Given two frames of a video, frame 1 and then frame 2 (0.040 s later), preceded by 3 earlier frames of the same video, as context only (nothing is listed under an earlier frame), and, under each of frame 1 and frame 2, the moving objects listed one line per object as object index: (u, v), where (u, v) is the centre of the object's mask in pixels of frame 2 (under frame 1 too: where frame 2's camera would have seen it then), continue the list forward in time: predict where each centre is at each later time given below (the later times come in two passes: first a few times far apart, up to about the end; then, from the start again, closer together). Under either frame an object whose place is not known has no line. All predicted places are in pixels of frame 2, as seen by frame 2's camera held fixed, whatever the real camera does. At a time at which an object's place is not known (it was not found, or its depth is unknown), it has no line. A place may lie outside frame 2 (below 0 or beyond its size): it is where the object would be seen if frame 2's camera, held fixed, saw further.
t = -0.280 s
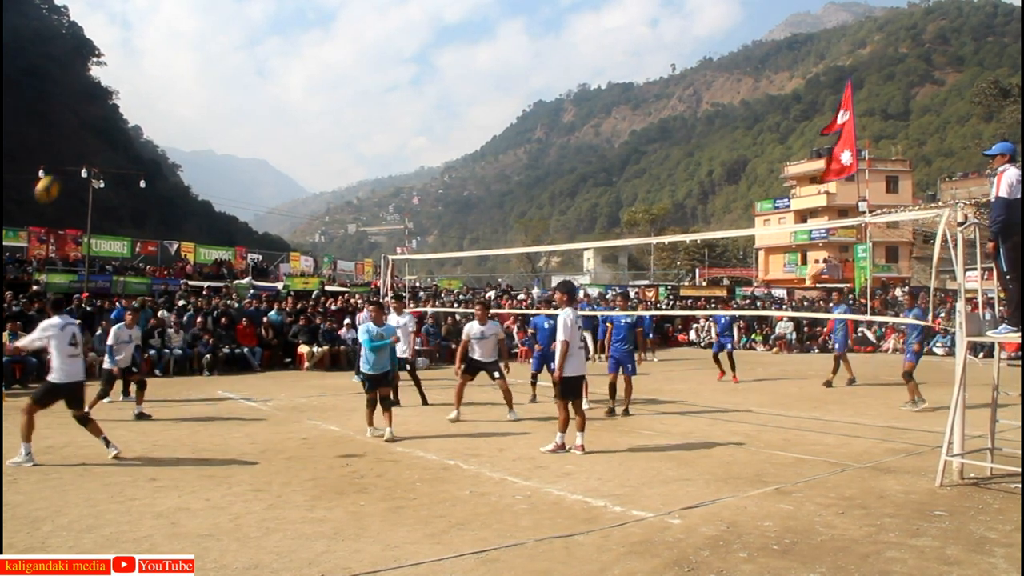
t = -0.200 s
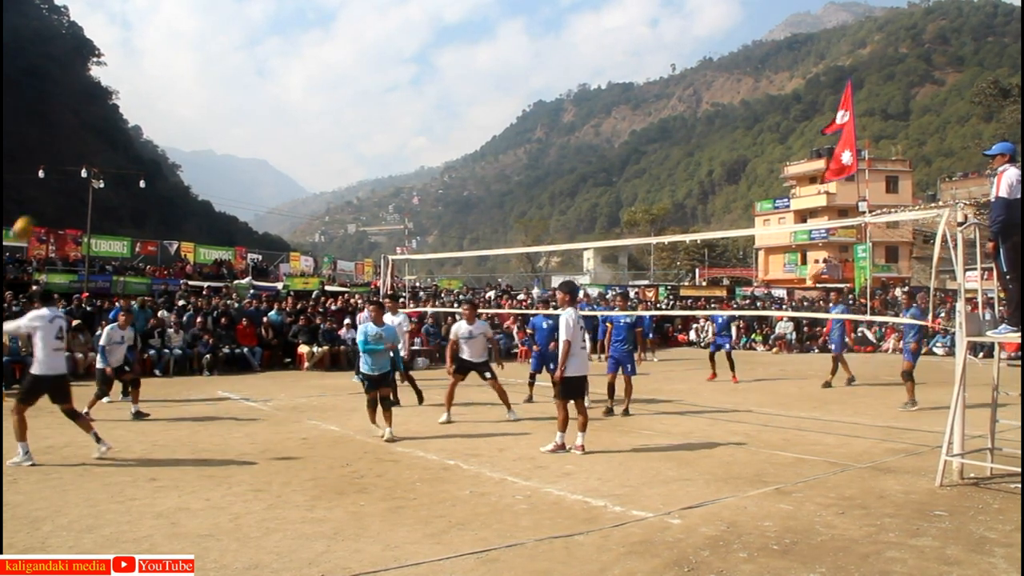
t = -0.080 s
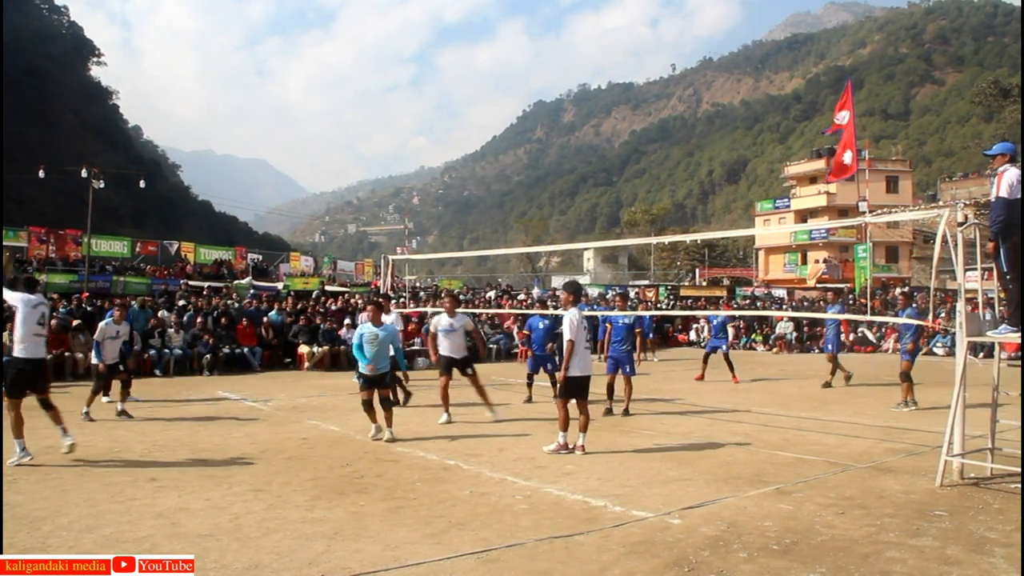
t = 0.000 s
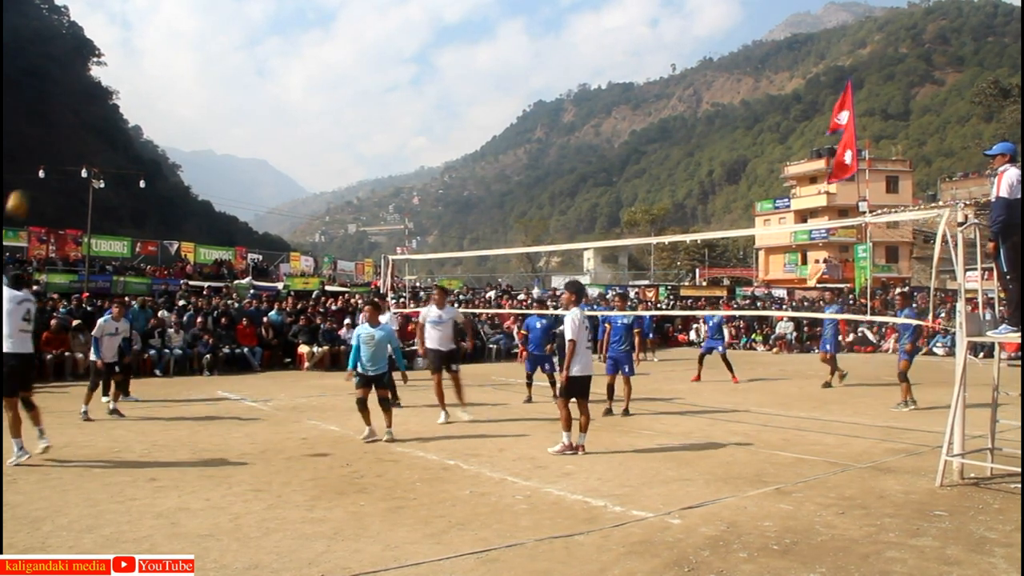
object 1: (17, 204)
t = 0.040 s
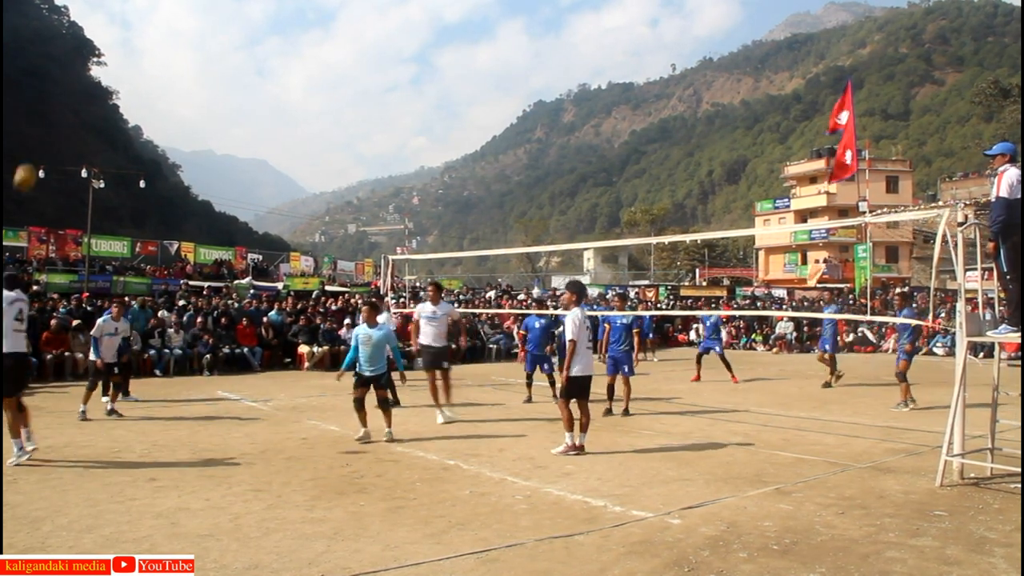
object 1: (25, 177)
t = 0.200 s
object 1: (56, 91)
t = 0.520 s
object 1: (110, 5)
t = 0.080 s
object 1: (33, 153)
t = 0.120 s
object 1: (40, 130)
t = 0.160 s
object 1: (49, 110)
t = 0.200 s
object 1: (56, 91)
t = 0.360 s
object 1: (83, 34)
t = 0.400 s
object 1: (91, 24)
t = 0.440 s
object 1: (98, 15)
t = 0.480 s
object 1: (104, 9)
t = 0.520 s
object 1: (110, 5)
